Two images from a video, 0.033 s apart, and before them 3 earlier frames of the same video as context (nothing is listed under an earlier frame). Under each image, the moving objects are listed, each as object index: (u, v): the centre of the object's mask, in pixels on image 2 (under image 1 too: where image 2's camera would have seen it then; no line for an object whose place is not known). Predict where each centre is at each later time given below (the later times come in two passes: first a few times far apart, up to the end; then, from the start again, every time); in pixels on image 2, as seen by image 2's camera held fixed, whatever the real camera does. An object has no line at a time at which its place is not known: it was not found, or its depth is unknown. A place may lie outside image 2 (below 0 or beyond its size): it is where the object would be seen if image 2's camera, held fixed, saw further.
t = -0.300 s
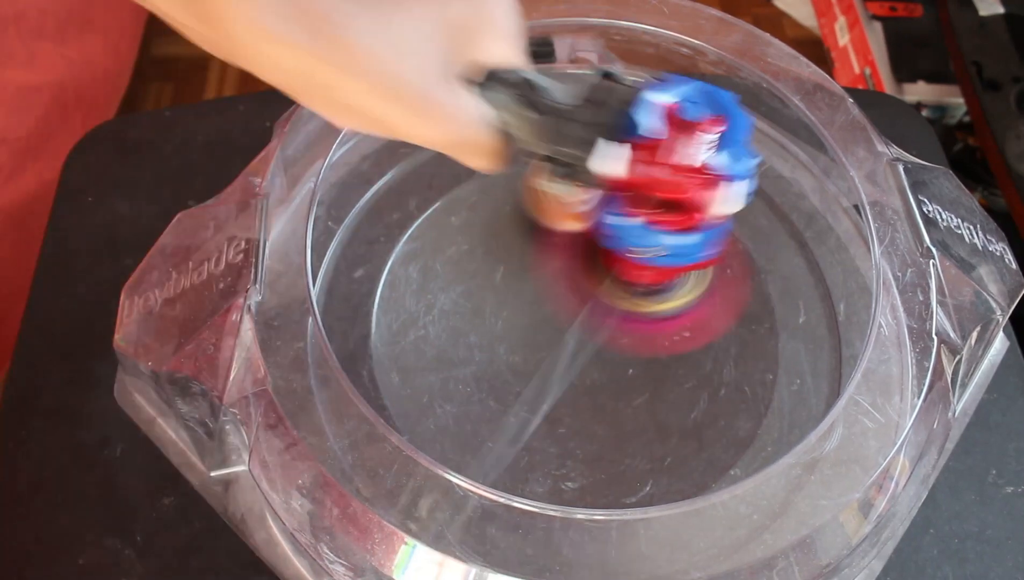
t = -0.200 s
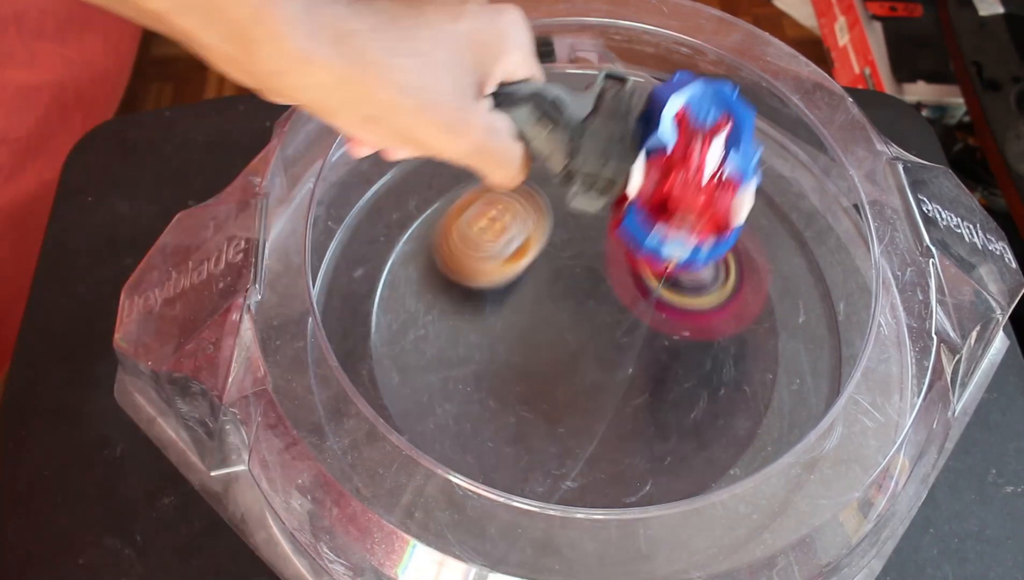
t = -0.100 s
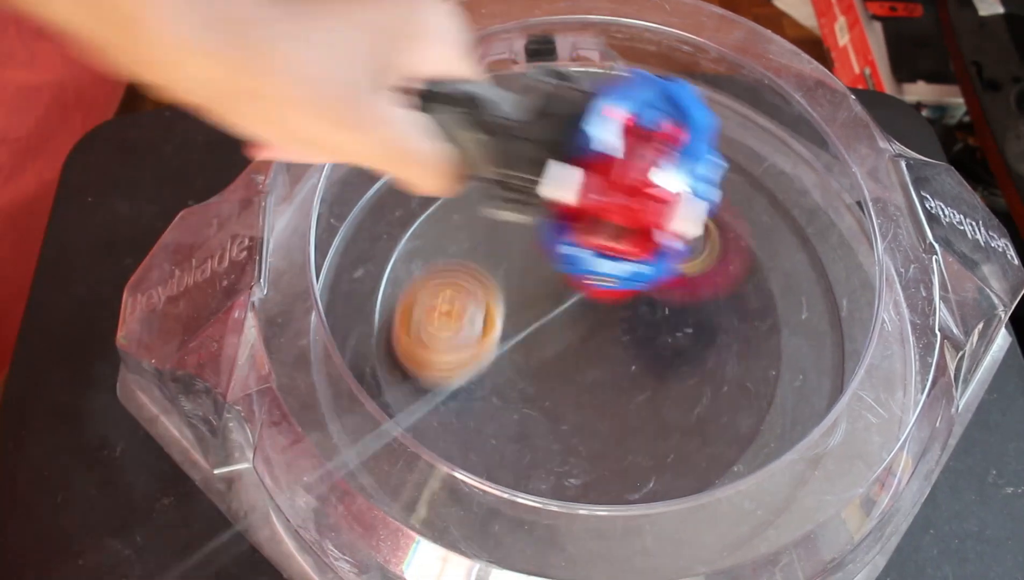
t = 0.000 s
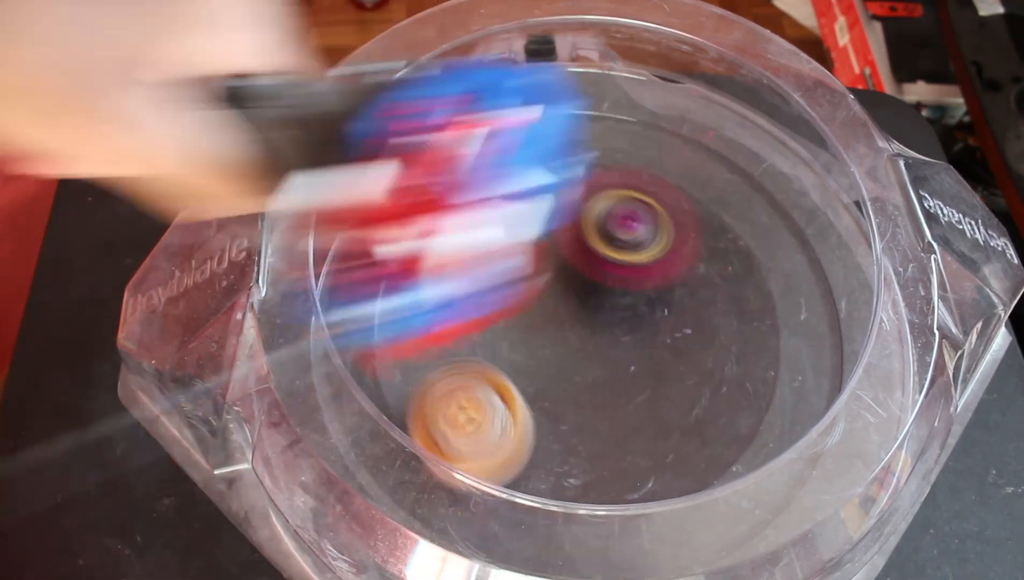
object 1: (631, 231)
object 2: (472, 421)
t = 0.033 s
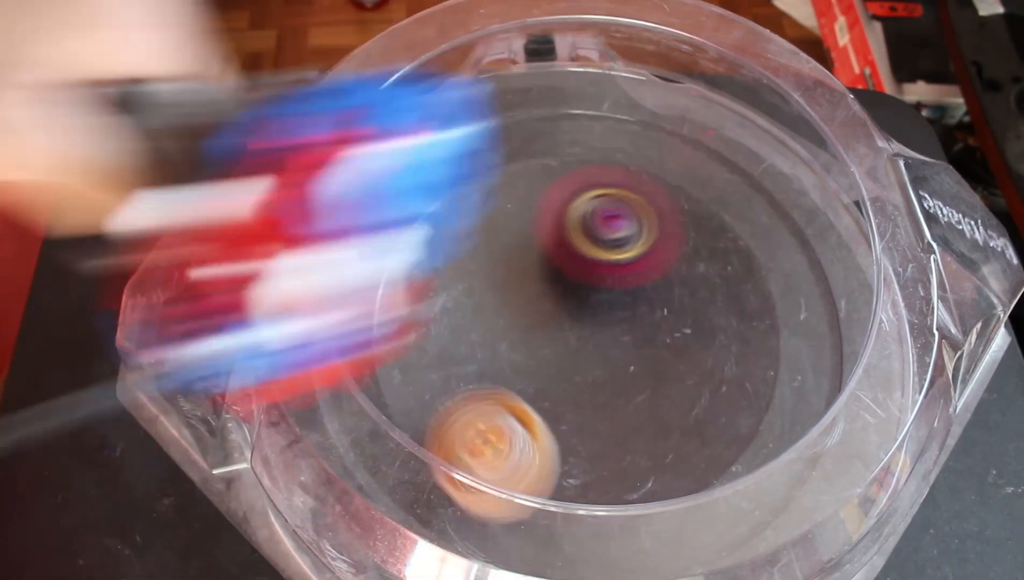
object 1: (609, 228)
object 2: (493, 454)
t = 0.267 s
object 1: (524, 293)
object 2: (713, 519)
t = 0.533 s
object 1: (570, 350)
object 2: (797, 464)
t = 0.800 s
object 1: (574, 308)
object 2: (791, 436)
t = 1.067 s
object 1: (565, 328)
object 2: (752, 436)
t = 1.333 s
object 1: (562, 295)
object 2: (676, 344)
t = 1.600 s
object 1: (541, 256)
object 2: (589, 356)
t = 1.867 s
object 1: (566, 276)
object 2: (579, 392)
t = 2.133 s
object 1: (589, 268)
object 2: (583, 378)
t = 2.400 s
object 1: (619, 290)
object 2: (555, 370)
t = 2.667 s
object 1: (633, 296)
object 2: (543, 354)
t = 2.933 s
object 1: (625, 302)
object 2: (522, 343)
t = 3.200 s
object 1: (637, 293)
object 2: (522, 331)
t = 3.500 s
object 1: (636, 213)
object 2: (531, 298)
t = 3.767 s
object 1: (643, 256)
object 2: (554, 285)
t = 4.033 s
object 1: (628, 373)
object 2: (541, 248)
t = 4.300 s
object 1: (601, 378)
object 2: (565, 256)
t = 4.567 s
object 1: (579, 357)
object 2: (608, 263)
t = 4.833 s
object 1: (584, 358)
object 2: (663, 295)
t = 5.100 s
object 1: (592, 336)
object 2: (704, 317)
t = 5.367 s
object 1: (574, 289)
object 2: (682, 338)
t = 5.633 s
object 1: (561, 281)
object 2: (642, 380)
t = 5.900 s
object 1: (552, 303)
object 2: (609, 418)
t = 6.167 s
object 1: (560, 317)
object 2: (599, 430)
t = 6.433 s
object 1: (580, 309)
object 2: (589, 422)
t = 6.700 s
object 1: (600, 295)
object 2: (552, 373)
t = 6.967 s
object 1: (605, 309)
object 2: (498, 320)
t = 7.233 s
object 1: (567, 351)
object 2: (477, 287)
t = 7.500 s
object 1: (599, 361)
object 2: (516, 296)
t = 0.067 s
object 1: (591, 232)
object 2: (520, 479)
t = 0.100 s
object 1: (573, 236)
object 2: (554, 499)
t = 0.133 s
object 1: (557, 244)
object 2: (589, 511)
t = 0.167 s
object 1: (545, 253)
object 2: (626, 515)
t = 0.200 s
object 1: (535, 266)
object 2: (660, 517)
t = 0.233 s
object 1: (528, 279)
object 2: (688, 517)
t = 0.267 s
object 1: (524, 293)
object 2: (713, 519)
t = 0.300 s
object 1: (523, 306)
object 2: (730, 520)
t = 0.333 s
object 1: (523, 318)
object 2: (745, 520)
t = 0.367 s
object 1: (528, 331)
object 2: (757, 520)
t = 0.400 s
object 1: (534, 339)
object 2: (768, 515)
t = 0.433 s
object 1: (543, 345)
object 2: (776, 505)
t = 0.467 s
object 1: (552, 349)
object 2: (785, 490)
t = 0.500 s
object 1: (561, 350)
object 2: (792, 475)
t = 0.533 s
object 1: (570, 350)
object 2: (797, 464)
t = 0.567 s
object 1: (577, 347)
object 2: (800, 455)
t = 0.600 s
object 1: (583, 343)
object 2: (801, 449)
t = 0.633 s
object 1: (587, 336)
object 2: (801, 445)
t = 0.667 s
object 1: (589, 329)
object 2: (801, 442)
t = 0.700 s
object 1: (588, 322)
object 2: (799, 439)
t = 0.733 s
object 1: (585, 316)
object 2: (796, 437)
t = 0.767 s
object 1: (580, 310)
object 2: (794, 436)
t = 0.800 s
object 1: (574, 308)
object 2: (791, 436)
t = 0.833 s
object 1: (569, 308)
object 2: (786, 435)
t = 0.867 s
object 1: (565, 310)
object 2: (782, 435)
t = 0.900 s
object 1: (562, 314)
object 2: (778, 435)
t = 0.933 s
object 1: (561, 318)
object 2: (772, 434)
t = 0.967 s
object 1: (561, 323)
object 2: (766, 434)
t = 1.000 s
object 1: (562, 325)
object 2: (762, 435)
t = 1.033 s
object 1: (563, 327)
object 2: (759, 436)
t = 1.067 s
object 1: (565, 328)
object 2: (752, 436)
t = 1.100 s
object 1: (567, 328)
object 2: (740, 428)
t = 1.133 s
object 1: (569, 327)
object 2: (734, 422)
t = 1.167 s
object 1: (571, 326)
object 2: (724, 410)
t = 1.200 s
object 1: (572, 324)
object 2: (713, 394)
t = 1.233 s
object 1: (573, 323)
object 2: (701, 376)
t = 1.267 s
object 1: (571, 319)
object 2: (690, 359)
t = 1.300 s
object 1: (568, 310)
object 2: (682, 348)
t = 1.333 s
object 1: (562, 295)
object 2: (676, 344)
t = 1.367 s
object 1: (557, 279)
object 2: (669, 343)
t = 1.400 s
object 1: (552, 268)
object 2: (658, 341)
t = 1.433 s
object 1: (549, 261)
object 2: (644, 338)
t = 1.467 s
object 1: (545, 258)
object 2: (630, 337)
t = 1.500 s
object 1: (544, 256)
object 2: (616, 338)
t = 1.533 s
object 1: (543, 255)
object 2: (605, 342)
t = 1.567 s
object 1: (542, 255)
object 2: (596, 350)
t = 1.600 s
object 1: (541, 256)
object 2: (589, 356)
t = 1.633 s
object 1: (540, 259)
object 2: (583, 363)
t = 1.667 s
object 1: (540, 263)
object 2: (579, 367)
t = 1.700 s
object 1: (541, 267)
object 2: (578, 372)
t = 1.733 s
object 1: (543, 270)
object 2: (577, 377)
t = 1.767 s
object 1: (548, 273)
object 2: (576, 382)
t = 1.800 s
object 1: (554, 274)
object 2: (575, 387)
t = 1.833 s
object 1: (561, 275)
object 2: (577, 391)
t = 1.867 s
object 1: (566, 276)
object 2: (579, 392)
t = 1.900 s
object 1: (570, 277)
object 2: (583, 392)
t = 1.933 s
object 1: (573, 276)
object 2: (586, 391)
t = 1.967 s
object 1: (577, 275)
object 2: (589, 389)
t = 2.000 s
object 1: (580, 273)
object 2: (589, 388)
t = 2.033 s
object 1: (582, 271)
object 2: (588, 386)
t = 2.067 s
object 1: (583, 269)
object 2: (587, 383)
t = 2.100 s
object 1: (586, 269)
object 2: (585, 380)
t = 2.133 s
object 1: (589, 268)
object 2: (583, 378)
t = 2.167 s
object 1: (592, 268)
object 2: (579, 378)
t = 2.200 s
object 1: (595, 269)
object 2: (575, 377)
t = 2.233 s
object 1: (597, 272)
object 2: (572, 376)
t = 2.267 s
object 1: (600, 274)
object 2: (568, 376)
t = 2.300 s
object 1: (604, 278)
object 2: (565, 375)
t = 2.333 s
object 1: (608, 281)
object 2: (561, 374)
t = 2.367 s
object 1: (614, 285)
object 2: (558, 372)
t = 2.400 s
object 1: (619, 290)
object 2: (555, 370)
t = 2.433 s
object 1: (624, 295)
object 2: (551, 368)
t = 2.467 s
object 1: (629, 300)
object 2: (547, 366)
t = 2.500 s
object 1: (631, 304)
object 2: (545, 363)
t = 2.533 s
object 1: (632, 307)
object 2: (544, 361)
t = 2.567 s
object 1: (633, 308)
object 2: (544, 359)
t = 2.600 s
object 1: (634, 307)
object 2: (544, 357)
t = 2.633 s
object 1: (635, 302)
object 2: (544, 355)
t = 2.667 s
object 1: (633, 296)
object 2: (543, 354)
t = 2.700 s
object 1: (631, 290)
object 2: (543, 351)
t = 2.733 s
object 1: (627, 286)
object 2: (541, 349)
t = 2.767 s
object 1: (624, 284)
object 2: (540, 348)
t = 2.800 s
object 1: (622, 285)
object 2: (538, 346)
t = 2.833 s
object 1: (621, 288)
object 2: (537, 345)
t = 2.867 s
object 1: (620, 294)
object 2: (533, 345)
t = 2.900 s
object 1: (624, 298)
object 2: (527, 345)
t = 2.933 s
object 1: (625, 302)
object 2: (522, 343)
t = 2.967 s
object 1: (624, 307)
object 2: (522, 342)
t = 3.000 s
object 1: (621, 312)
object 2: (522, 340)
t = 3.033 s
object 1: (627, 316)
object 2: (520, 338)
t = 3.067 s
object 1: (635, 317)
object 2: (517, 336)
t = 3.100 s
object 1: (640, 316)
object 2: (516, 334)
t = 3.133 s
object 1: (642, 311)
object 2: (516, 332)
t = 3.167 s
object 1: (641, 303)
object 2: (519, 331)
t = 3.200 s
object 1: (637, 293)
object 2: (522, 331)
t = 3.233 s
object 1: (631, 281)
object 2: (527, 331)
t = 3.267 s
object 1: (625, 271)
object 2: (532, 331)
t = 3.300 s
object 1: (619, 263)
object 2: (539, 330)
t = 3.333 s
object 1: (614, 259)
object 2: (545, 326)
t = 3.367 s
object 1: (618, 253)
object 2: (544, 320)
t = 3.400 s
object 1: (628, 241)
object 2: (539, 315)
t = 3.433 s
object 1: (635, 230)
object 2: (536, 308)
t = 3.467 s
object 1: (637, 220)
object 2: (532, 302)
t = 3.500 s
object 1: (636, 213)
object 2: (531, 298)
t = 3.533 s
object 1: (633, 207)
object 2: (532, 297)
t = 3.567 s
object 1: (630, 204)
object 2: (535, 298)
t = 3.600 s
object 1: (627, 205)
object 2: (538, 300)
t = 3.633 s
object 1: (625, 209)
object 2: (543, 300)
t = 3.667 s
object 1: (624, 216)
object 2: (548, 300)
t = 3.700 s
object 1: (624, 226)
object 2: (554, 297)
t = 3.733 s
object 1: (628, 240)
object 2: (558, 292)
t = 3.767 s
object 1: (643, 256)
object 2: (554, 285)
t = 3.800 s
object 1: (654, 273)
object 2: (549, 280)
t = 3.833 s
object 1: (660, 287)
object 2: (548, 277)
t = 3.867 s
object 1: (661, 300)
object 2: (548, 274)
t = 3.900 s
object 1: (655, 312)
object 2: (550, 272)
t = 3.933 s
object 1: (644, 322)
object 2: (551, 270)
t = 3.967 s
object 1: (631, 335)
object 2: (550, 267)
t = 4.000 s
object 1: (631, 357)
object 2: (545, 257)
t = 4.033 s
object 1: (628, 373)
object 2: (541, 248)
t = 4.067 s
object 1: (622, 386)
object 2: (540, 242)
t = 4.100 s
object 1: (616, 397)
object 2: (542, 238)
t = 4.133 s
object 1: (610, 400)
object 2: (545, 237)
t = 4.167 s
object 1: (607, 400)
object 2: (549, 239)
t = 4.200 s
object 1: (605, 397)
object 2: (553, 242)
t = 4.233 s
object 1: (606, 393)
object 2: (557, 246)
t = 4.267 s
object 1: (602, 387)
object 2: (561, 251)
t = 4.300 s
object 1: (601, 378)
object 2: (565, 256)
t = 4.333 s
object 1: (595, 365)
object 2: (569, 262)
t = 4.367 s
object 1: (589, 358)
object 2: (573, 264)
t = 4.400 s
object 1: (584, 357)
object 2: (579, 260)
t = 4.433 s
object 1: (582, 357)
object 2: (585, 259)
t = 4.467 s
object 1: (581, 356)
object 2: (590, 260)
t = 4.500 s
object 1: (582, 354)
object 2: (596, 262)
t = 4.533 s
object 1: (582, 357)
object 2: (602, 262)
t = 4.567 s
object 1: (579, 357)
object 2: (608, 263)
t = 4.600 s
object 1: (580, 357)
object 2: (615, 267)
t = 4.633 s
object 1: (582, 356)
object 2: (622, 270)
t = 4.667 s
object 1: (583, 357)
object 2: (629, 274)
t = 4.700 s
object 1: (583, 358)
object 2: (636, 278)
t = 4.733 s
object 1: (582, 358)
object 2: (644, 282)
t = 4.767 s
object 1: (583, 359)
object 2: (650, 287)
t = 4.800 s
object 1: (582, 359)
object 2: (657, 291)
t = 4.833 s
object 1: (584, 358)
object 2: (663, 295)
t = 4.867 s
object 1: (585, 357)
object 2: (669, 298)
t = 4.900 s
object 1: (586, 355)
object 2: (674, 302)
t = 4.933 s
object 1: (587, 353)
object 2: (680, 305)
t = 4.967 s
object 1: (588, 351)
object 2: (686, 308)
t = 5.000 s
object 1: (589, 349)
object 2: (692, 310)
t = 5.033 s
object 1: (591, 346)
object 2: (697, 313)
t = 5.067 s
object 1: (591, 341)
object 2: (701, 315)
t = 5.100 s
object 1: (592, 336)
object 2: (704, 317)
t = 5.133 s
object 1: (592, 330)
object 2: (705, 319)
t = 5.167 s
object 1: (591, 324)
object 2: (705, 322)
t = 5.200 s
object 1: (590, 317)
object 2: (703, 324)
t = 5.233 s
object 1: (588, 310)
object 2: (700, 326)
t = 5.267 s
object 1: (586, 305)
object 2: (695, 328)
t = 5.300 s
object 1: (583, 300)
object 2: (689, 330)
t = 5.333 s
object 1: (580, 295)
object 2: (684, 333)
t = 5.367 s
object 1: (574, 289)
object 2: (682, 338)
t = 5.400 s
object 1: (569, 283)
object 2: (678, 343)
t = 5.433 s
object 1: (564, 281)
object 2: (674, 349)
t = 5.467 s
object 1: (560, 279)
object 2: (670, 354)
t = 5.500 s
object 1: (559, 278)
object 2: (665, 359)
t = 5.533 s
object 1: (558, 278)
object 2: (659, 364)
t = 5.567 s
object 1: (558, 279)
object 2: (653, 370)
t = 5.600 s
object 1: (560, 280)
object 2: (648, 375)
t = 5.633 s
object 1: (561, 281)
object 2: (642, 380)
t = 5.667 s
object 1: (563, 283)
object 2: (636, 386)
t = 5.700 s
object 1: (565, 286)
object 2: (632, 391)
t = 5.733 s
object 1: (565, 291)
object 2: (627, 396)
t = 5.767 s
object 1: (563, 295)
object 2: (622, 401)
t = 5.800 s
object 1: (560, 299)
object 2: (619, 406)
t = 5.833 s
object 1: (558, 301)
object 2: (615, 410)
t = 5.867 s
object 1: (556, 303)
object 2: (612, 414)
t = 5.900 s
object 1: (552, 303)
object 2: (609, 418)
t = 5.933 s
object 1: (552, 301)
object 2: (606, 422)
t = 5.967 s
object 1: (552, 301)
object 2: (604, 425)
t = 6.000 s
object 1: (552, 302)
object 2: (602, 428)
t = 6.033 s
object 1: (552, 302)
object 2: (600, 430)
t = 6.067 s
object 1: (553, 305)
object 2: (598, 432)
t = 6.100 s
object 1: (554, 308)
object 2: (598, 432)
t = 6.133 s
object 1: (557, 312)
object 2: (598, 432)
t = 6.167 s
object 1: (560, 317)
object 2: (599, 430)
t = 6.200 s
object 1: (565, 321)
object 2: (600, 428)
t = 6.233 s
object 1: (571, 325)
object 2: (601, 426)
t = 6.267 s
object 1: (577, 316)
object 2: (603, 434)
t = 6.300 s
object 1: (580, 308)
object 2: (601, 438)
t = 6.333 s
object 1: (583, 304)
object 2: (598, 437)
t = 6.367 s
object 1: (584, 305)
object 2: (594, 433)
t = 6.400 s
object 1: (583, 307)
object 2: (590, 427)
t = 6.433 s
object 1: (580, 309)
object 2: (589, 422)
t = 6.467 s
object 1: (579, 310)
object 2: (588, 415)
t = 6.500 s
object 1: (578, 309)
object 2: (588, 409)
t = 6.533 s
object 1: (580, 304)
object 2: (585, 404)
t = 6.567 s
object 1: (580, 301)
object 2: (581, 400)
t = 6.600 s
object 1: (584, 299)
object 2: (577, 393)
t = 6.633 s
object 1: (590, 297)
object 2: (569, 386)
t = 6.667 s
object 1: (595, 294)
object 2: (560, 380)
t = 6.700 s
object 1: (600, 295)
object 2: (552, 373)
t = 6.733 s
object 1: (609, 293)
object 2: (542, 366)
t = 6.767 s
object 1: (615, 292)
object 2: (533, 360)
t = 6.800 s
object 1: (616, 289)
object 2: (526, 352)
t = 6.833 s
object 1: (619, 291)
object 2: (519, 344)
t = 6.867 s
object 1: (616, 294)
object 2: (514, 338)
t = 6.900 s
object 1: (611, 297)
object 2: (508, 331)
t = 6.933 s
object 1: (608, 301)
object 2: (503, 325)
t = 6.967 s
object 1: (605, 309)
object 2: (498, 320)
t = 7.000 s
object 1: (601, 318)
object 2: (493, 313)
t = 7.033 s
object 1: (596, 325)
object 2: (489, 308)
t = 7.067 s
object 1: (589, 332)
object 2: (484, 303)
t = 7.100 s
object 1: (583, 338)
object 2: (481, 299)
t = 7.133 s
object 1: (576, 343)
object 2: (478, 295)
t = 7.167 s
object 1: (571, 347)
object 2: (476, 292)
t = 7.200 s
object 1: (568, 349)
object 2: (475, 289)
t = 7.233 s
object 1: (567, 351)
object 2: (477, 287)
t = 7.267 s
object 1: (565, 351)
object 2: (480, 287)
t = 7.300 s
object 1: (564, 352)
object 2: (483, 287)
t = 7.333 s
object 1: (566, 355)
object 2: (489, 288)
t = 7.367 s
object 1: (571, 361)
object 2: (494, 289)
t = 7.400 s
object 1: (575, 363)
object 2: (498, 289)
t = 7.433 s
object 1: (583, 361)
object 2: (504, 291)
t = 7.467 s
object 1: (592, 361)
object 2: (510, 293)
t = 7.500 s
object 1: (599, 361)
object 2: (516, 296)
